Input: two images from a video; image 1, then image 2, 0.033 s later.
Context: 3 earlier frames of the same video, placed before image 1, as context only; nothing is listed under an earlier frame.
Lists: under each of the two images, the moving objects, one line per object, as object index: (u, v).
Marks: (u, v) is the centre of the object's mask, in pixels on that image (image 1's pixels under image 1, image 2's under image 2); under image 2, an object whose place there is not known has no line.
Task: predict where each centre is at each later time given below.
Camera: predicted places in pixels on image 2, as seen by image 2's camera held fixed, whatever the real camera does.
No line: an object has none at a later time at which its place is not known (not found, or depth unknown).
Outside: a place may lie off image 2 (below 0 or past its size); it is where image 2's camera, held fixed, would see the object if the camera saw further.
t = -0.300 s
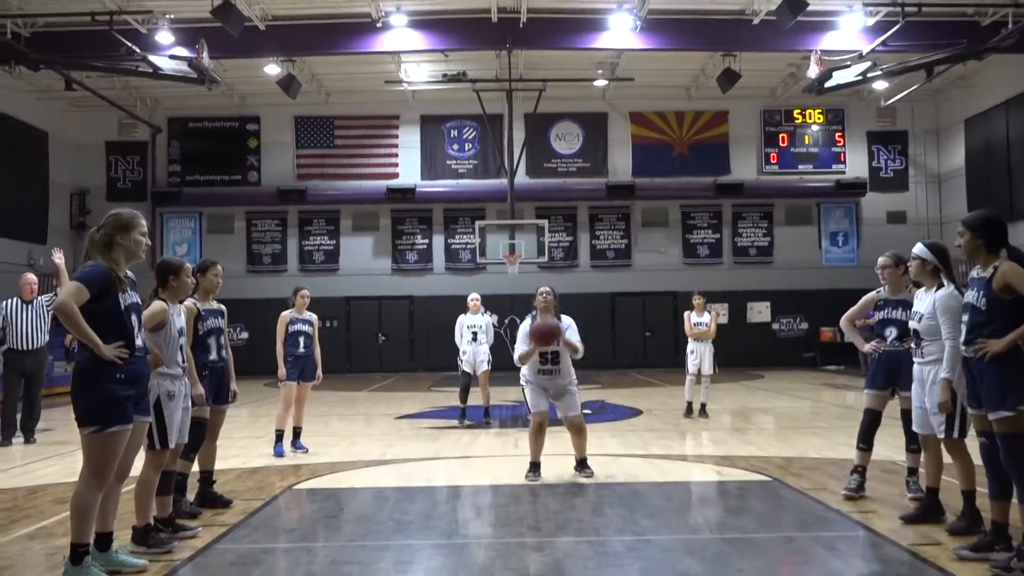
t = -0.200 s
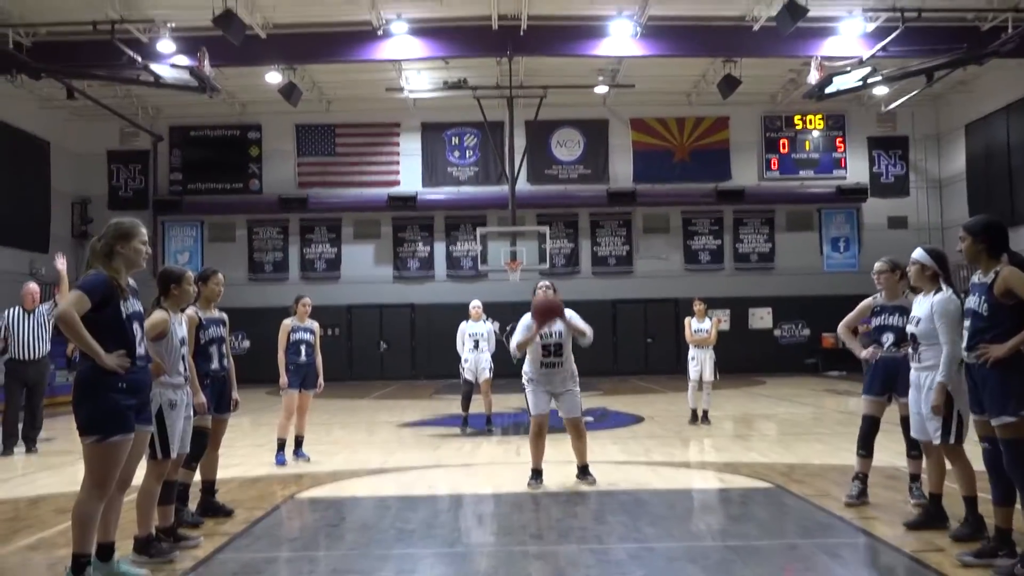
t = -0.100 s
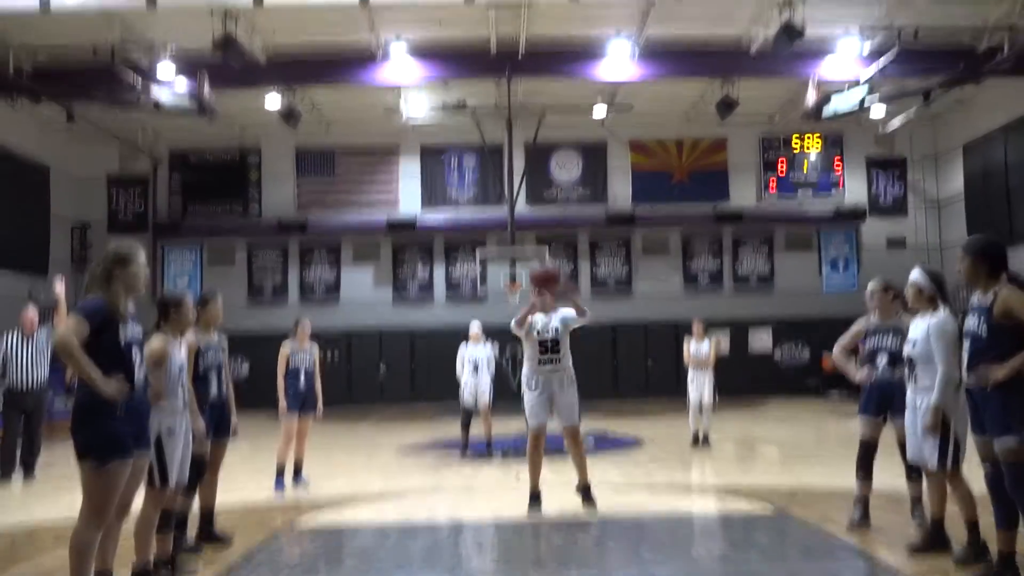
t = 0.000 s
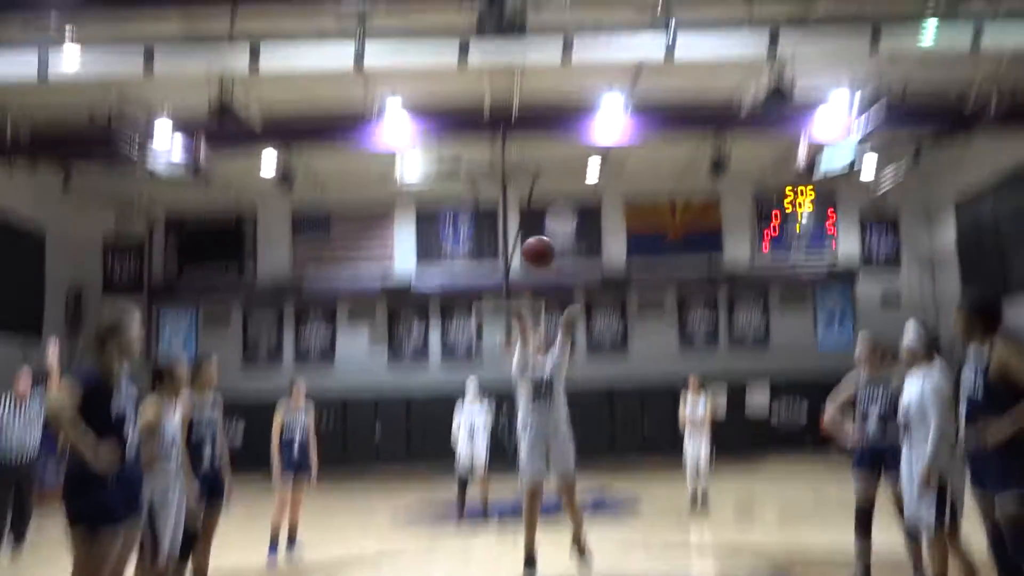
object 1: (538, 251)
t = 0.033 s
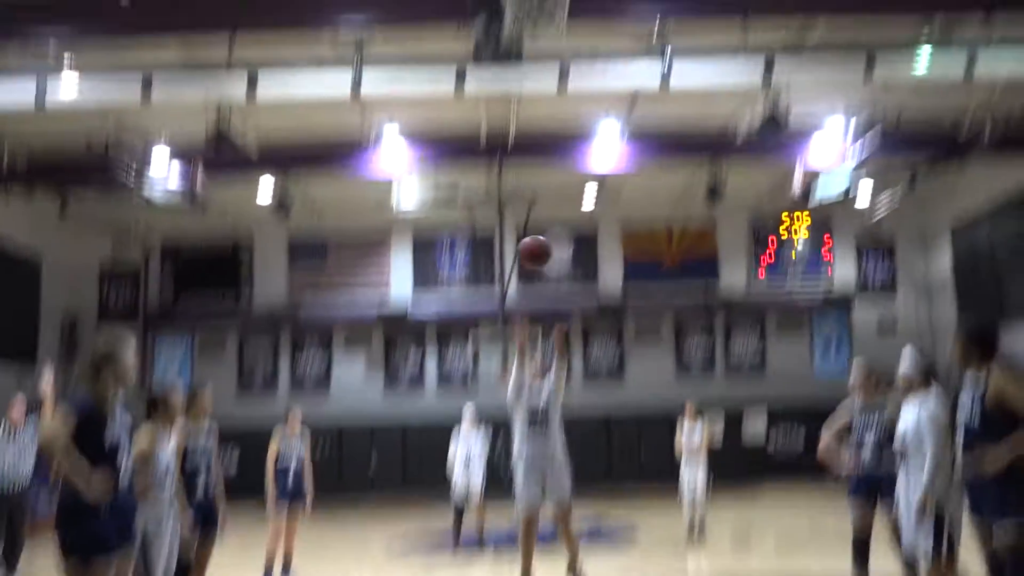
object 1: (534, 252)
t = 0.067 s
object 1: (533, 227)
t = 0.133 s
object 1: (532, 178)
